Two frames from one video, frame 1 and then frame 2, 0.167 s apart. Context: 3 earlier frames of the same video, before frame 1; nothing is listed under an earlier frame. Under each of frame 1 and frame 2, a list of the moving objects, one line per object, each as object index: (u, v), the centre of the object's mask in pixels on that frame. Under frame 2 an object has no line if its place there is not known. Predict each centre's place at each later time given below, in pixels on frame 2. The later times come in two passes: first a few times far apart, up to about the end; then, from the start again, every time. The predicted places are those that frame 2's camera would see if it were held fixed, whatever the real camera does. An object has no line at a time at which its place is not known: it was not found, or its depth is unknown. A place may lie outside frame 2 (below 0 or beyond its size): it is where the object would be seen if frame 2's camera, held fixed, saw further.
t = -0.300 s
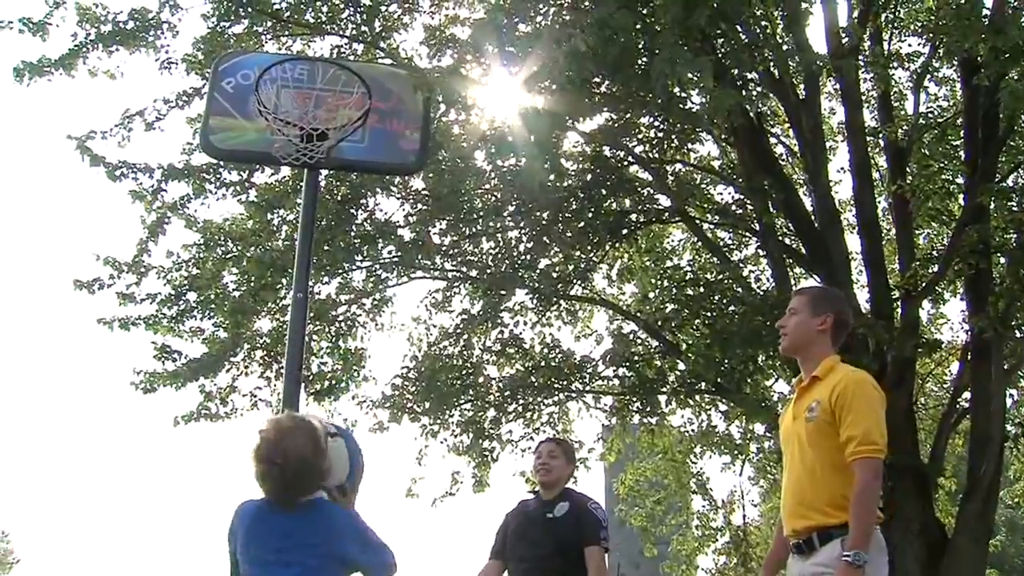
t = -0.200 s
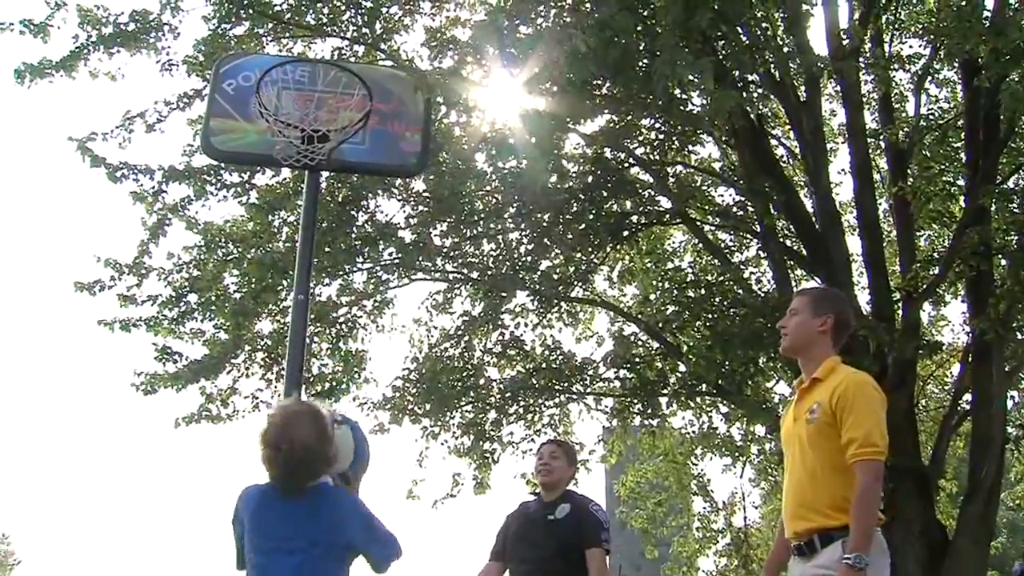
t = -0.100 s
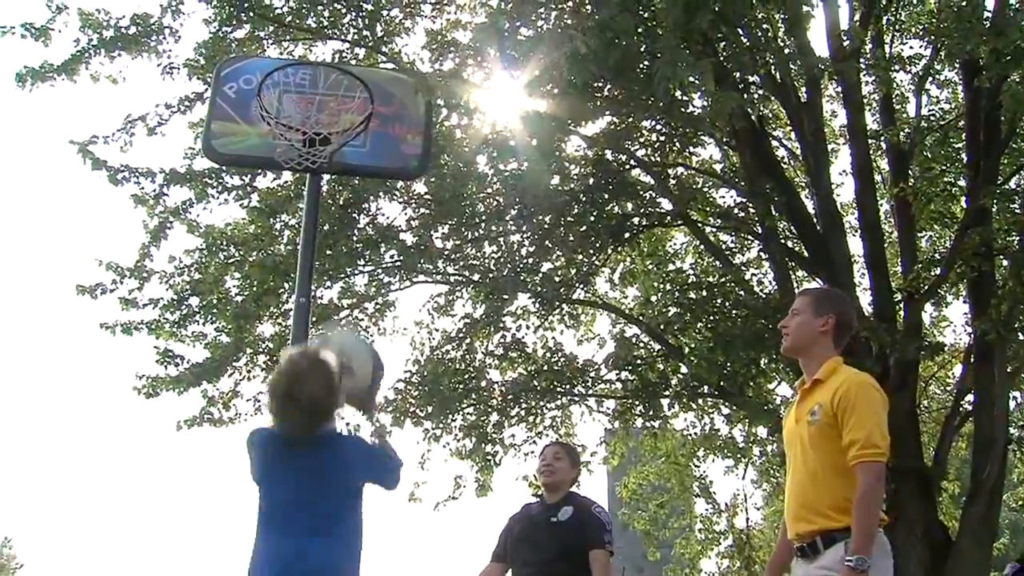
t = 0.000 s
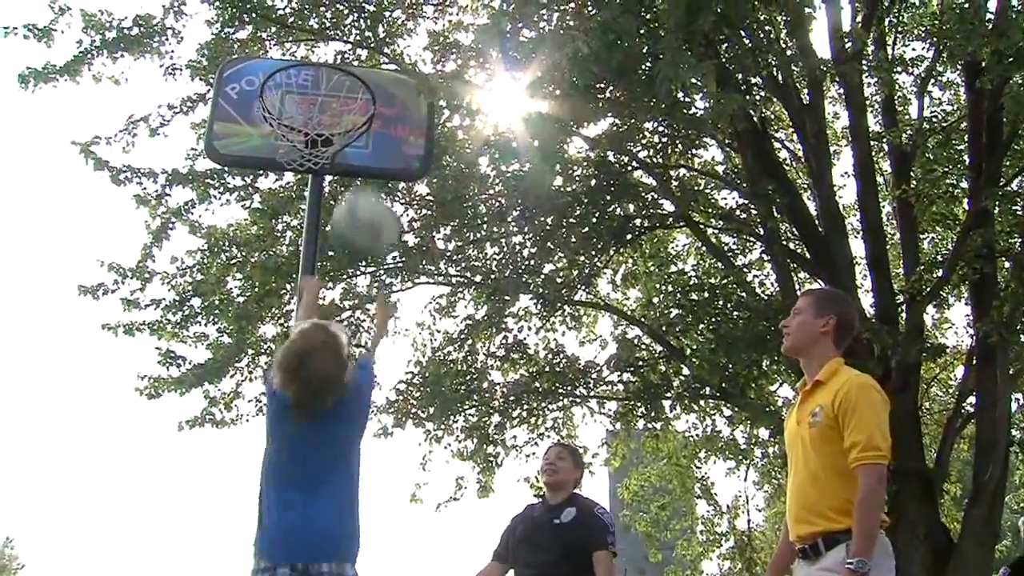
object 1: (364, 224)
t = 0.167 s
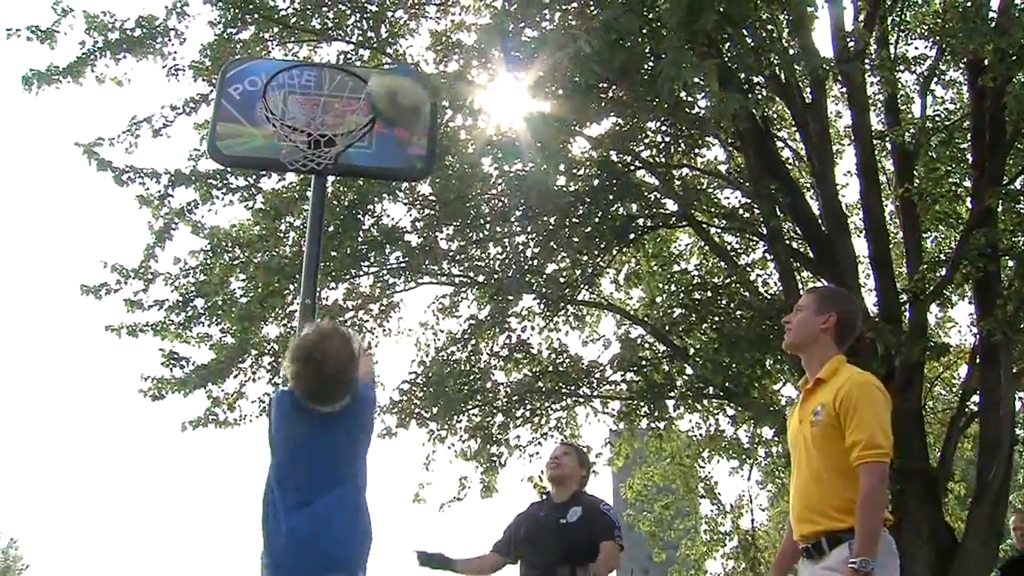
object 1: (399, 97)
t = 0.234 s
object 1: (406, 67)
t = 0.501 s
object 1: (428, 56)
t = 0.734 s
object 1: (441, 130)
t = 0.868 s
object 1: (450, 176)
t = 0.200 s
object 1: (403, 80)
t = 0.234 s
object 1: (406, 67)
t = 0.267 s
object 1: (409, 59)
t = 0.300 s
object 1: (413, 52)
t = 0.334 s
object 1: (416, 47)
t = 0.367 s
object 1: (419, 46)
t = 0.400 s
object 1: (421, 46)
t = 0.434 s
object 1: (423, 48)
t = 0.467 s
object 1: (425, 51)
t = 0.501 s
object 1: (428, 56)
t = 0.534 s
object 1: (430, 62)
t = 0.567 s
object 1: (433, 71)
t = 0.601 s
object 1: (433, 84)
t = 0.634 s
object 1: (436, 95)
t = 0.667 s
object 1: (439, 108)
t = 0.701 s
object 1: (438, 122)
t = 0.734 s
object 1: (441, 130)
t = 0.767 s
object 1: (443, 141)
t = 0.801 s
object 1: (444, 150)
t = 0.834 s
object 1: (447, 165)
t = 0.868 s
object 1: (450, 176)
